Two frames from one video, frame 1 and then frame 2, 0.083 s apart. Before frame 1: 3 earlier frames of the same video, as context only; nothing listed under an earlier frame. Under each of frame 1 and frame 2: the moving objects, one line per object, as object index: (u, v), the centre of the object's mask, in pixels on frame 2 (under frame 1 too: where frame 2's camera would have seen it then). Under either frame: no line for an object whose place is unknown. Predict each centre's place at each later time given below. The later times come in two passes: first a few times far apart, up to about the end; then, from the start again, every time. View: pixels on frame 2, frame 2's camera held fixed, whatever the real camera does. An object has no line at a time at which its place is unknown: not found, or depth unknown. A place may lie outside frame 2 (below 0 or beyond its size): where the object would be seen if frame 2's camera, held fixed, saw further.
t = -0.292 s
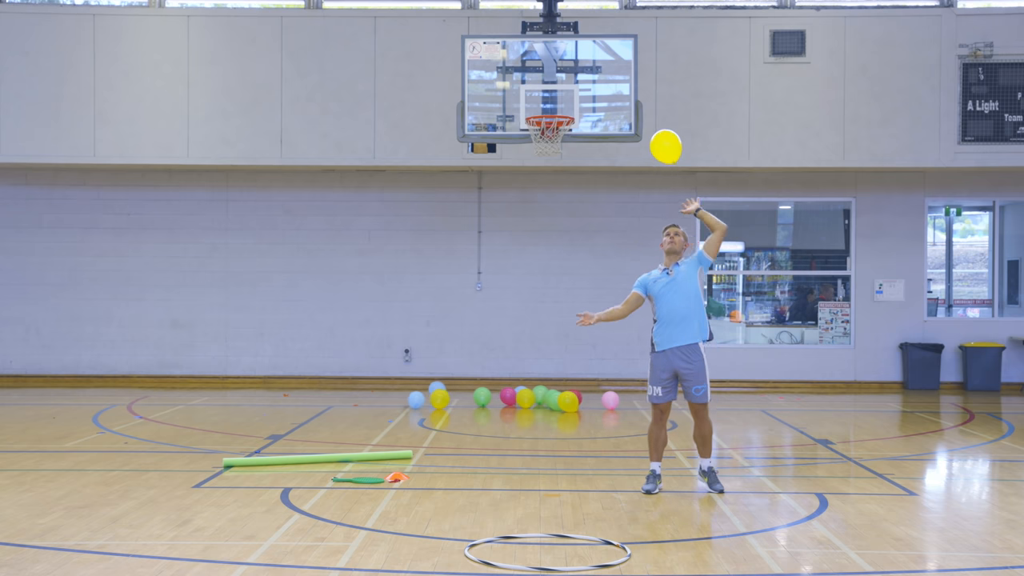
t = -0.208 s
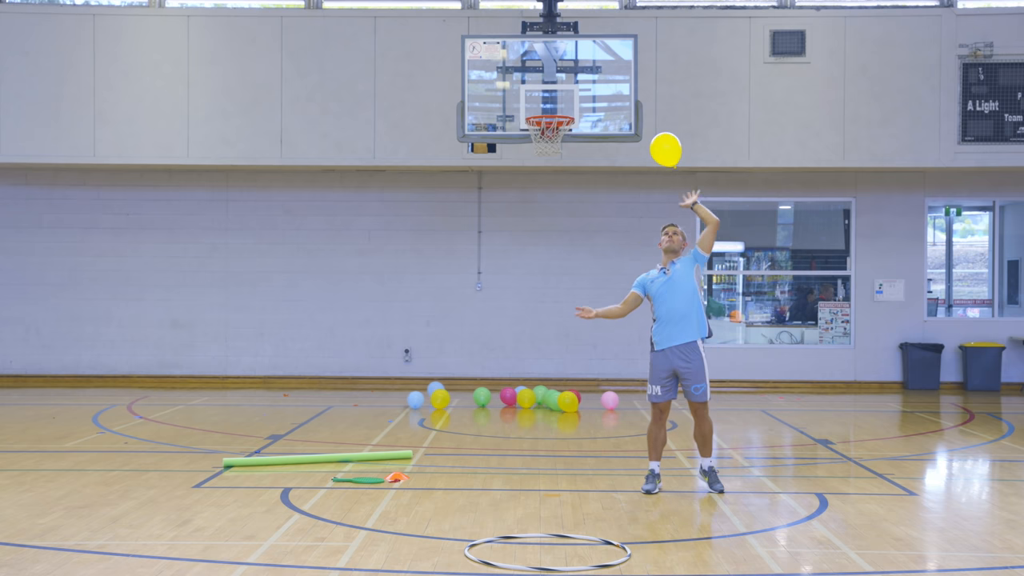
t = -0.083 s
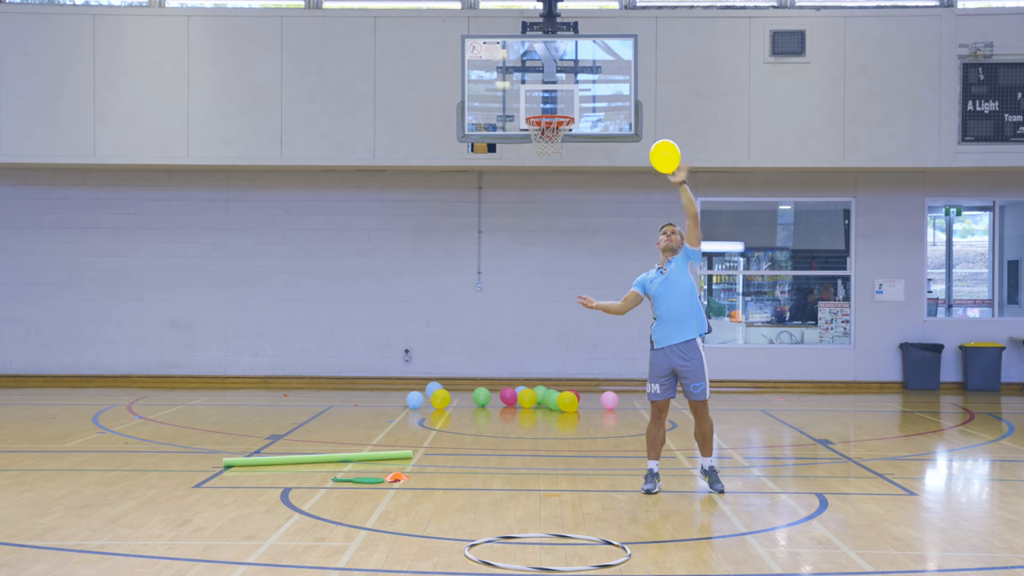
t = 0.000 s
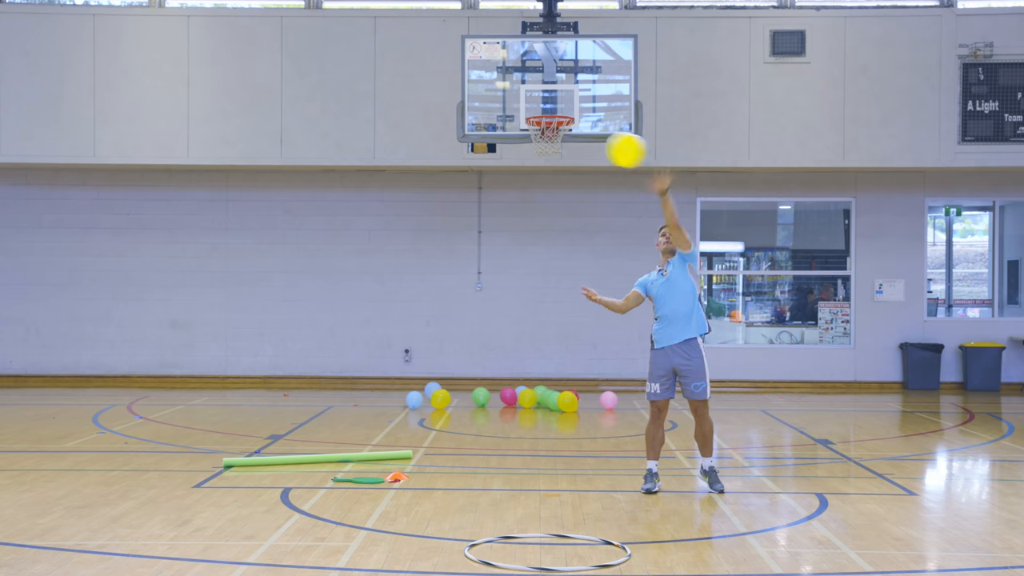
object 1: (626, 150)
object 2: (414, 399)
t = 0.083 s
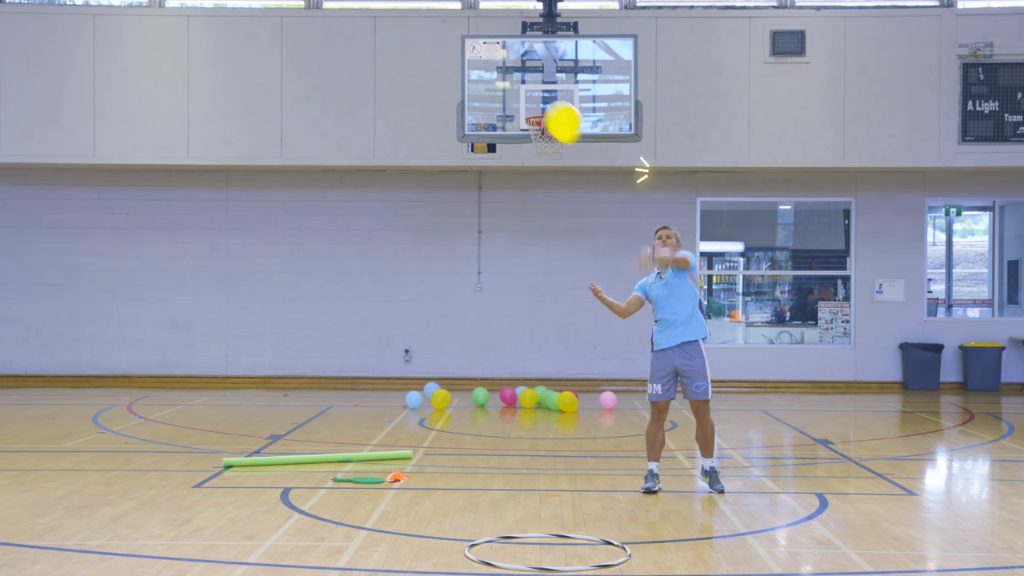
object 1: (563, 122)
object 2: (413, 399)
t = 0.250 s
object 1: (534, 66)
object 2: (412, 399)
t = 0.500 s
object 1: (537, 32)
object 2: (410, 399)
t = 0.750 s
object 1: (541, 23)
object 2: (406, 399)
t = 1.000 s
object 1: (544, 36)
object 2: (403, 399)
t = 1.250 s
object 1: (544, 65)
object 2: (400, 399)
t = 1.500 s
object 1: (545, 101)
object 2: (397, 400)
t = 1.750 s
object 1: (545, 147)
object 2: (396, 400)
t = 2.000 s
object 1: (541, 201)
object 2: (396, 400)
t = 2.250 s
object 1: (530, 253)
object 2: (398, 400)
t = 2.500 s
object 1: (517, 298)
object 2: (399, 400)
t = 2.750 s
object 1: (507, 340)
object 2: (399, 400)
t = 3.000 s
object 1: (501, 380)
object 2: (399, 399)
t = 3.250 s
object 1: (493, 420)
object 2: (399, 399)
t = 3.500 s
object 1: (483, 462)
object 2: (399, 399)
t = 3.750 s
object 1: (470, 476)
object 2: (396, 399)
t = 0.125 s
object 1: (546, 104)
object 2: (413, 399)
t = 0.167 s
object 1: (538, 87)
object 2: (413, 399)
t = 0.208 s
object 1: (536, 75)
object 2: (412, 399)
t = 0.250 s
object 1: (534, 66)
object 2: (412, 399)
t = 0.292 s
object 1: (534, 58)
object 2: (411, 399)
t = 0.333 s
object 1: (534, 51)
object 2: (411, 399)
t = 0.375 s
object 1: (534, 44)
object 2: (411, 399)
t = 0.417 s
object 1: (535, 39)
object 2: (411, 399)
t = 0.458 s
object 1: (536, 35)
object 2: (410, 399)
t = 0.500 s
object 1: (537, 32)
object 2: (410, 399)
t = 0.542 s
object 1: (537, 29)
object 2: (409, 399)
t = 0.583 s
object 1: (538, 27)
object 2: (408, 399)
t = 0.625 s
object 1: (539, 25)
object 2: (408, 399)
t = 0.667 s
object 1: (539, 24)
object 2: (407, 399)
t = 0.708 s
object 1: (540, 23)
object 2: (407, 399)
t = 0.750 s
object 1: (541, 23)
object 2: (406, 399)
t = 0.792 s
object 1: (541, 24)
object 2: (405, 399)
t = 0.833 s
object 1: (542, 26)
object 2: (405, 399)
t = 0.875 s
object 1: (542, 28)
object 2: (405, 399)
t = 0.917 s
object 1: (543, 30)
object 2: (404, 399)
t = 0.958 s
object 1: (543, 33)
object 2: (404, 399)
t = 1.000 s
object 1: (544, 36)
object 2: (403, 399)
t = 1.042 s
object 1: (544, 41)
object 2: (402, 399)
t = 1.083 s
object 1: (544, 45)
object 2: (402, 400)
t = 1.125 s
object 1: (545, 49)
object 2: (401, 400)
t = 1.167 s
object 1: (544, 54)
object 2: (401, 400)
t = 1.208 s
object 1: (544, 59)
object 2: (400, 399)
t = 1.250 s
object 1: (544, 65)
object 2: (400, 399)
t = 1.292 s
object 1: (544, 71)
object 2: (399, 399)
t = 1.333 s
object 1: (544, 76)
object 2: (399, 400)
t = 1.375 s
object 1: (544, 82)
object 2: (399, 400)
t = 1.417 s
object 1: (544, 89)
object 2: (398, 399)
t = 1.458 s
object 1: (545, 95)
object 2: (398, 400)
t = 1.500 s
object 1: (545, 101)
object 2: (397, 400)
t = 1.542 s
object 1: (545, 108)
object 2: (397, 400)
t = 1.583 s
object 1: (545, 115)
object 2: (397, 400)
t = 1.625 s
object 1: (545, 122)
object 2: (397, 400)
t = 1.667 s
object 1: (545, 130)
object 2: (396, 400)
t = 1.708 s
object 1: (545, 138)
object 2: (396, 400)
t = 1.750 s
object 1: (545, 147)
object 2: (396, 400)
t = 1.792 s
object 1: (544, 155)
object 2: (396, 400)
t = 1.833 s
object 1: (544, 164)
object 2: (396, 399)
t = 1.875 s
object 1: (544, 173)
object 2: (396, 400)
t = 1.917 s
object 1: (543, 182)
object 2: (396, 400)
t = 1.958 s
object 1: (542, 191)
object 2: (396, 400)
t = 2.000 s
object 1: (541, 201)
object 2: (396, 400)
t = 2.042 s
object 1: (540, 210)
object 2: (397, 400)
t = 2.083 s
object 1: (538, 219)
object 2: (397, 400)
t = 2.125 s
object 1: (536, 228)
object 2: (397, 400)
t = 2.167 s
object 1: (534, 237)
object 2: (398, 400)
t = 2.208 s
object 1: (532, 245)
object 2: (398, 400)
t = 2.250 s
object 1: (530, 253)
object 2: (398, 400)
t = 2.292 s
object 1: (528, 261)
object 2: (398, 400)
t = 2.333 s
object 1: (525, 268)
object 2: (398, 400)
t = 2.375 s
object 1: (523, 276)
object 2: (398, 399)
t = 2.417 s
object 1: (521, 283)
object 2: (399, 399)
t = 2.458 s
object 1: (519, 290)
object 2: (399, 400)
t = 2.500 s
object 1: (517, 298)
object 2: (399, 400)
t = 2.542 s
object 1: (515, 305)
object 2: (399, 400)
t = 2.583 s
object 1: (513, 312)
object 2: (399, 399)
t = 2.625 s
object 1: (511, 319)
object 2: (399, 400)
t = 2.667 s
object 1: (509, 326)
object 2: (399, 400)
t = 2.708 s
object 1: (508, 333)
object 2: (399, 400)
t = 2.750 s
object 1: (507, 340)
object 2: (399, 400)
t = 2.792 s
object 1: (505, 347)
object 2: (399, 399)
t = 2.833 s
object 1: (504, 353)
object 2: (399, 399)
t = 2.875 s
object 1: (504, 360)
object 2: (399, 399)
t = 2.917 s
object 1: (502, 367)
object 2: (399, 399)
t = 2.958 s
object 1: (501, 373)
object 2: (399, 399)
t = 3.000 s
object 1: (501, 380)
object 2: (399, 399)
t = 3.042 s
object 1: (500, 387)
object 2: (399, 399)
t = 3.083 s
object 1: (498, 393)
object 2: (399, 399)
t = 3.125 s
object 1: (497, 400)
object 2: (399, 399)
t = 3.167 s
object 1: (496, 407)
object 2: (399, 399)
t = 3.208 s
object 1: (495, 414)
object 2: (399, 399)
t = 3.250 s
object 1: (493, 420)
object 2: (399, 399)
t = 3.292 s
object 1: (492, 427)
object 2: (399, 399)
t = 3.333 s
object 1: (490, 435)
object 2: (399, 399)
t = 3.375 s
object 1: (488, 441)
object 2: (399, 399)
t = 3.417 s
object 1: (487, 448)
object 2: (399, 399)
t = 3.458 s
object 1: (485, 455)
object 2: (399, 399)
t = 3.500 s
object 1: (483, 462)
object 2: (399, 399)
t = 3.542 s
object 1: (481, 469)
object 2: (398, 399)
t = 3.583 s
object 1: (479, 477)
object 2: (398, 399)
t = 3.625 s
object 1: (477, 484)
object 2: (398, 399)
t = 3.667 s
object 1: (475, 488)
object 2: (397, 399)
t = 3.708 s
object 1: (472, 482)
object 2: (397, 399)
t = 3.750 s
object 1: (470, 476)
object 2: (396, 399)
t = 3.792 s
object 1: (467, 472)
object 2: (396, 399)
